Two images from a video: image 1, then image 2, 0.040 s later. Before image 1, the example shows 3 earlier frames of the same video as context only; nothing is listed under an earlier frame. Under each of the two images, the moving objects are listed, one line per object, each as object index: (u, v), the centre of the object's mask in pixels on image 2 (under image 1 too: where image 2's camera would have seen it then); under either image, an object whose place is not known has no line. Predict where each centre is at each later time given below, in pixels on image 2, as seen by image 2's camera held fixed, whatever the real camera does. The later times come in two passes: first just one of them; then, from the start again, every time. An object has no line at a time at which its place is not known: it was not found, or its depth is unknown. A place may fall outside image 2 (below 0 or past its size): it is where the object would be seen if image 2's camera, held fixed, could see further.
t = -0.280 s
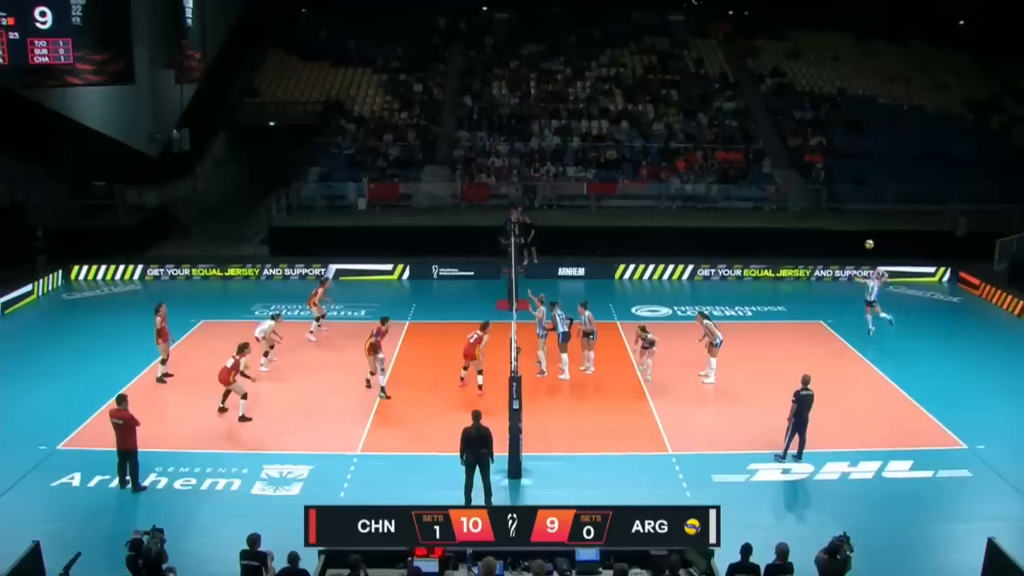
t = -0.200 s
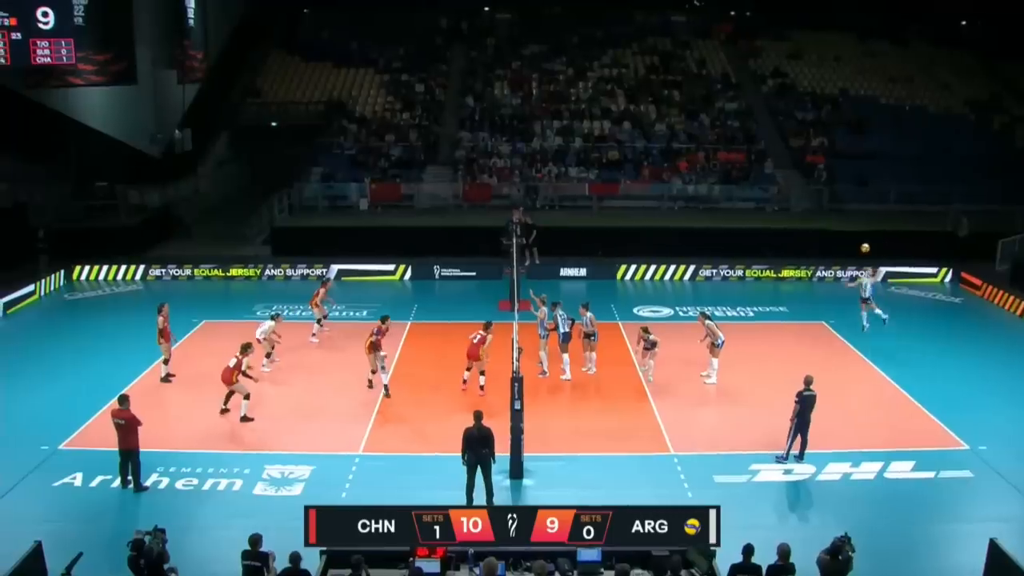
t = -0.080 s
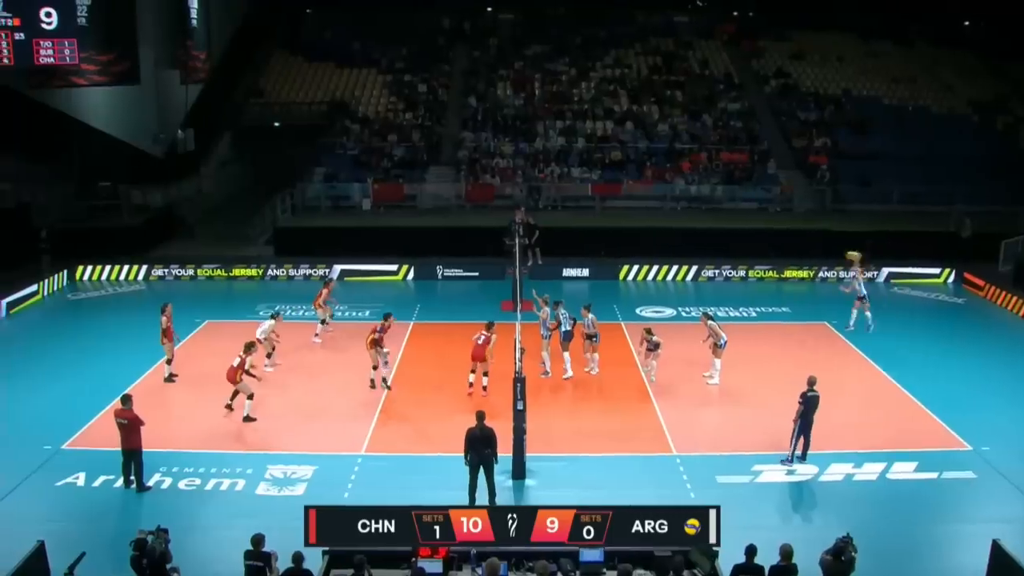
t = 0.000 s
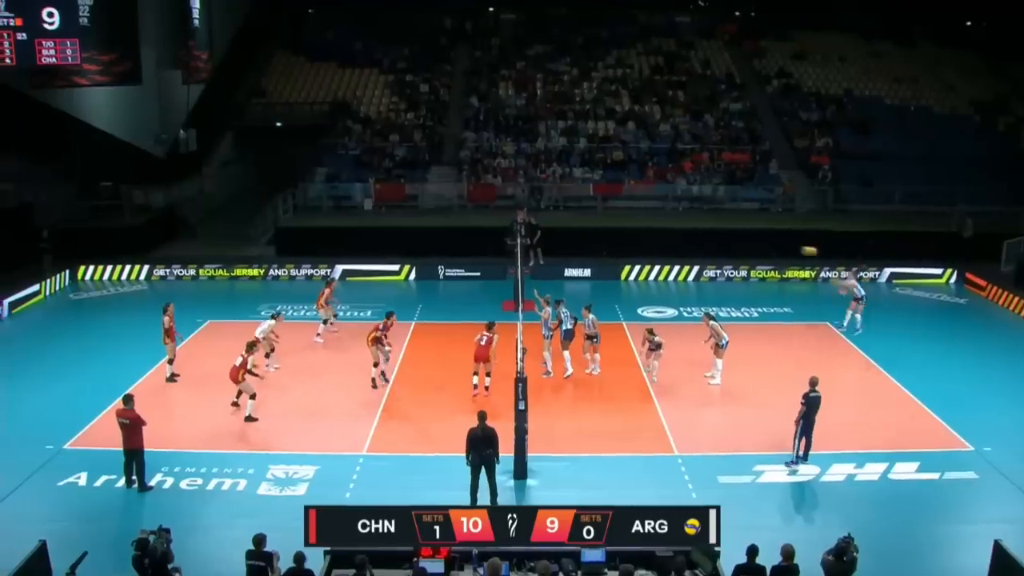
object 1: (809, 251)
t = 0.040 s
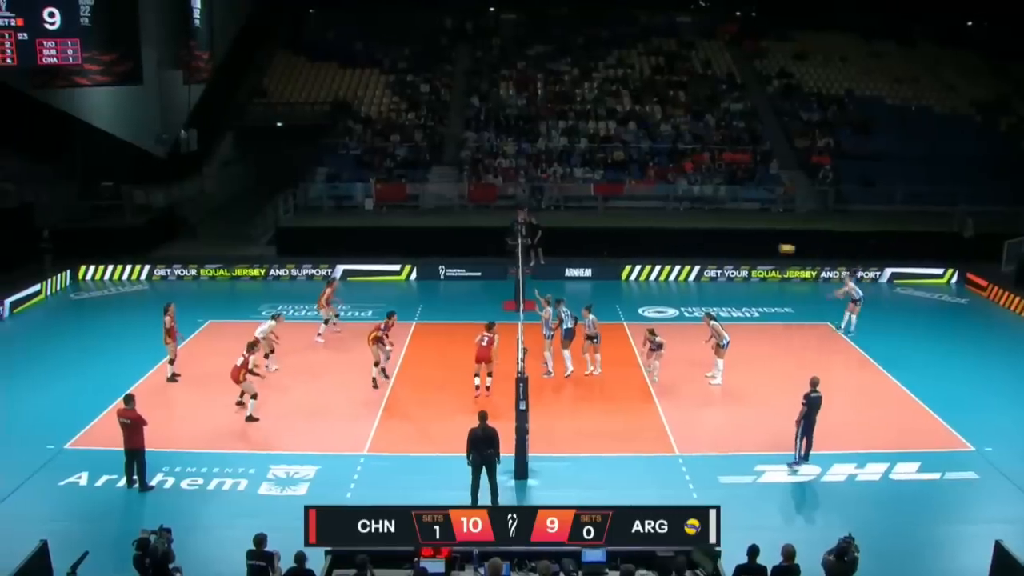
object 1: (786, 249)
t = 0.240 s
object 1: (663, 245)
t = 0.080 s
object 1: (762, 247)
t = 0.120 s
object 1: (738, 246)
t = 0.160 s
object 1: (713, 245)
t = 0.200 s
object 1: (688, 244)
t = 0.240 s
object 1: (663, 245)
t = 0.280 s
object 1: (637, 245)
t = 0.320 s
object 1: (612, 247)
